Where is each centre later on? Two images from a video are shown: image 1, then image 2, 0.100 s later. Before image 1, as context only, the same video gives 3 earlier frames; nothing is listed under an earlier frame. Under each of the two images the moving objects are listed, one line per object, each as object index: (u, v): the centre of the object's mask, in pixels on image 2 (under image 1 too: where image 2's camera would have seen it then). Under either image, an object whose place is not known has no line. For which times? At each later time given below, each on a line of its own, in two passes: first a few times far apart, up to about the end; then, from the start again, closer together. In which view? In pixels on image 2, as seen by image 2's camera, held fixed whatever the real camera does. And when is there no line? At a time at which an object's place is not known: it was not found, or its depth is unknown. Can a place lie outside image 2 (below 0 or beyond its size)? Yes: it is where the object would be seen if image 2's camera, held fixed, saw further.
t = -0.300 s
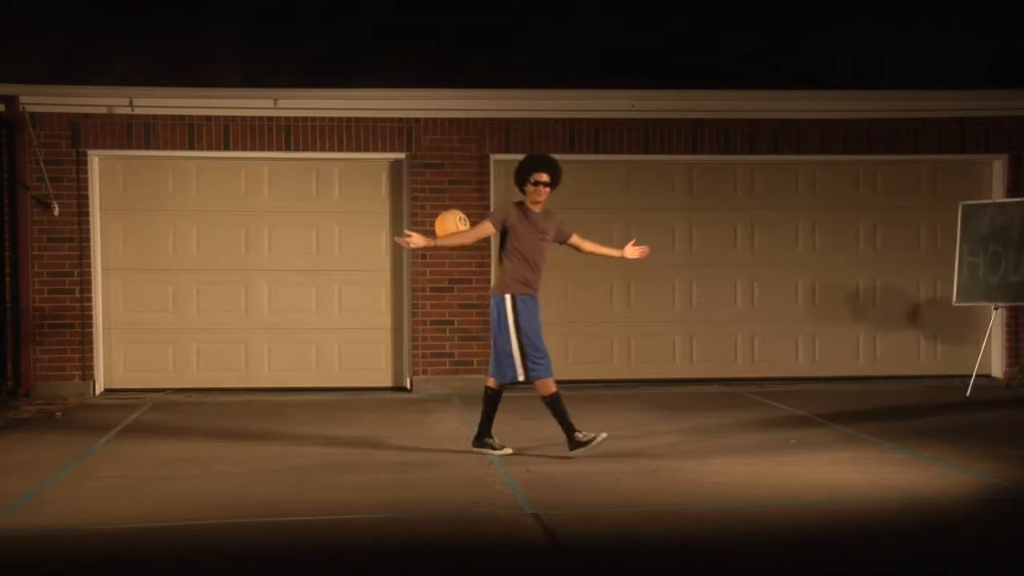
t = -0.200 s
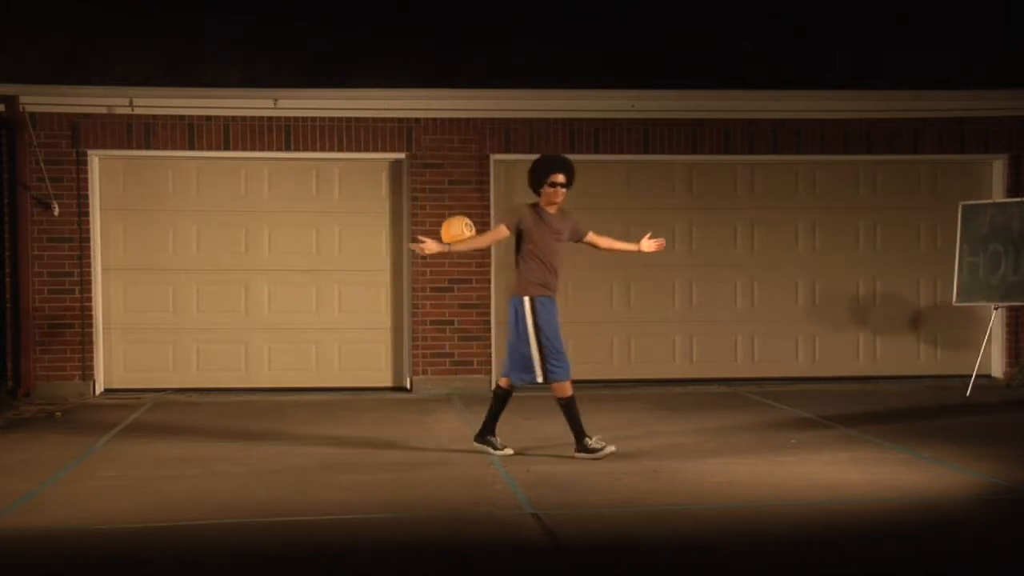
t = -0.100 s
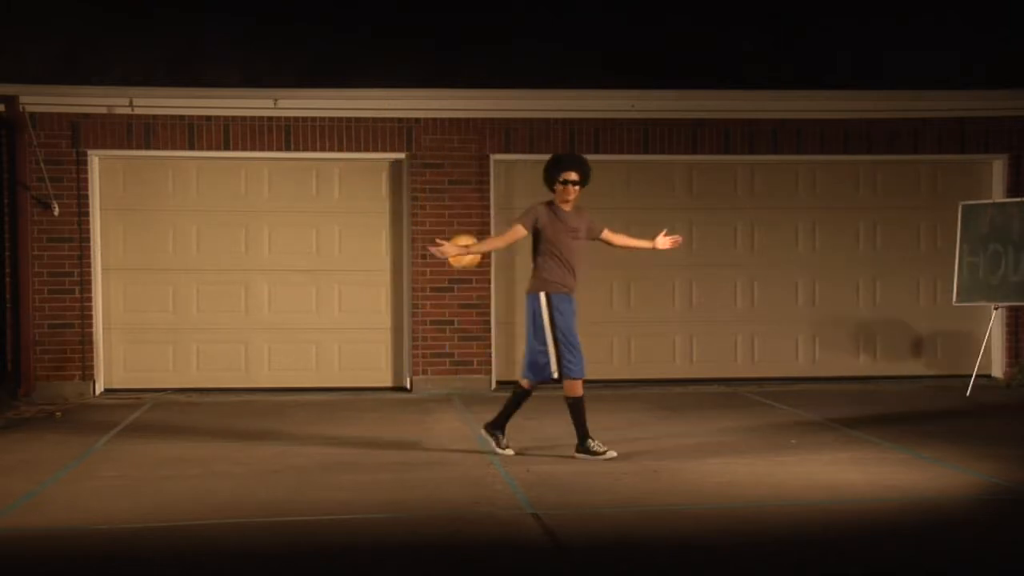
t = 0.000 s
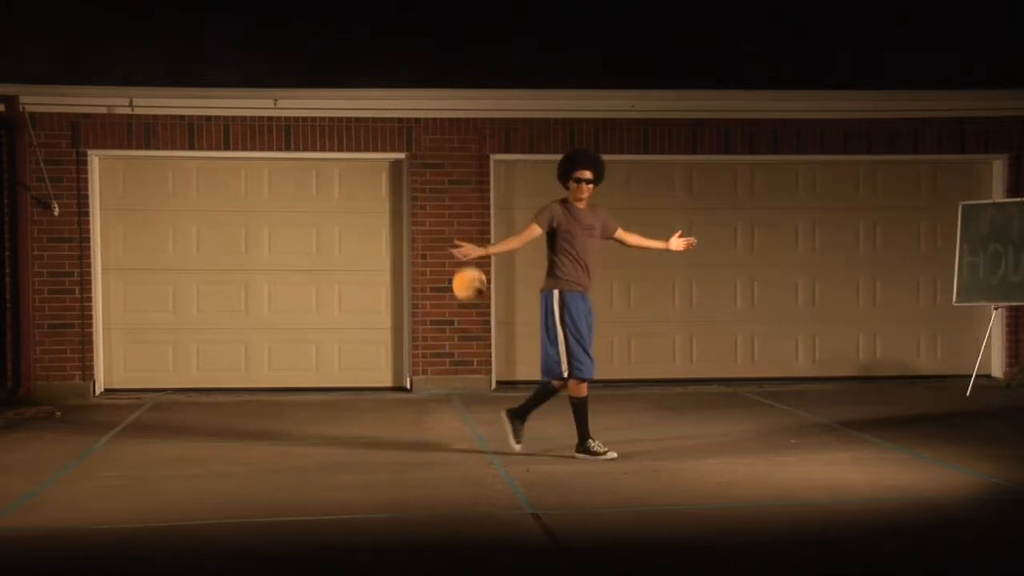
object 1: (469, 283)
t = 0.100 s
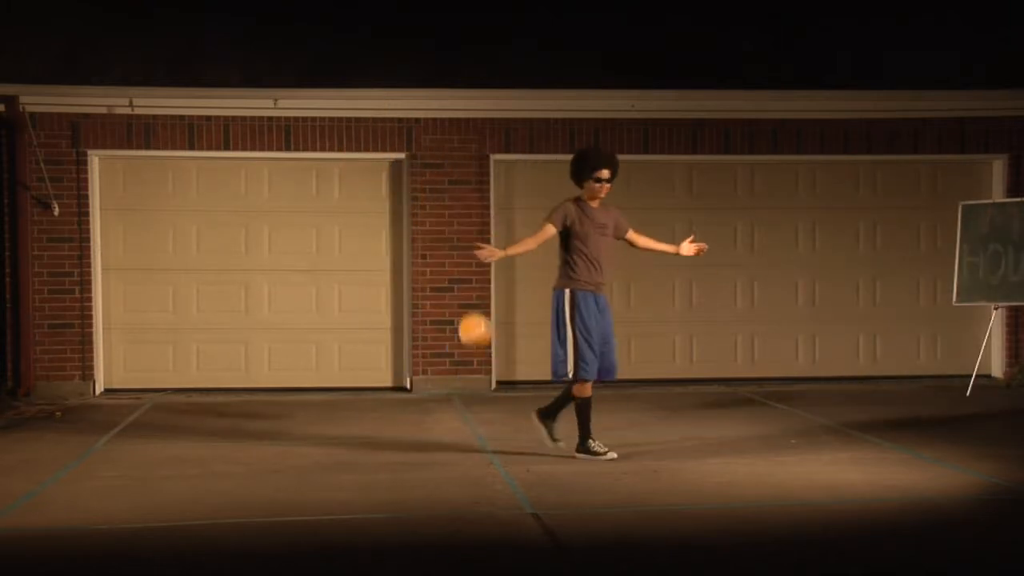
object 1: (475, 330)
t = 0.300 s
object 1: (486, 398)
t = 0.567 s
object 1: (497, 301)
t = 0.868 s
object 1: (508, 305)
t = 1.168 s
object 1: (521, 413)
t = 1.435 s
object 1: (526, 329)
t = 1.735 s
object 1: (532, 346)
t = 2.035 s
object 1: (537, 376)
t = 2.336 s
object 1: (539, 349)
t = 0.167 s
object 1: (478, 367)
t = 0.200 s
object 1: (481, 388)
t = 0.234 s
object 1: (483, 409)
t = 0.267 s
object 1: (485, 416)
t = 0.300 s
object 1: (486, 398)
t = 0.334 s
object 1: (486, 381)
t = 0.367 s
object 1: (486, 364)
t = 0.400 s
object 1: (490, 350)
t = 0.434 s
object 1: (491, 337)
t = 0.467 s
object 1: (492, 326)
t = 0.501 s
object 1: (494, 316)
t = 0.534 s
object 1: (495, 308)
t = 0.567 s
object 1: (497, 301)
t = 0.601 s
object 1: (498, 295)
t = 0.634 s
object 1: (499, 291)
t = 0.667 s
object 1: (501, 289)
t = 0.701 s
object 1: (502, 288)
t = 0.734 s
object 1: (504, 289)
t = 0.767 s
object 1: (505, 291)
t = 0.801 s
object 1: (506, 294)
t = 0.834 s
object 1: (507, 299)
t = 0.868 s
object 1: (508, 305)
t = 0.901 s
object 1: (509, 312)
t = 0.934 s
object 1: (511, 322)
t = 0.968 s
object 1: (513, 333)
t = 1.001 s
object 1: (514, 344)
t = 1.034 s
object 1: (515, 358)
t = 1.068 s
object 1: (517, 374)
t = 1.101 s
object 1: (518, 390)
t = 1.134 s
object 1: (519, 407)
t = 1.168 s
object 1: (521, 413)
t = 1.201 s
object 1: (521, 397)
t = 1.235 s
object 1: (522, 384)
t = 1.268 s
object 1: (523, 371)
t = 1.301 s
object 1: (523, 360)
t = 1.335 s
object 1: (524, 350)
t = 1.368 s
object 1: (525, 342)
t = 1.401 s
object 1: (526, 335)
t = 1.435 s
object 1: (526, 329)
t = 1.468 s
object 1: (527, 326)
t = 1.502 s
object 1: (527, 323)
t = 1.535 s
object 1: (528, 322)
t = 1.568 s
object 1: (529, 322)
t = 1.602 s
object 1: (529, 325)
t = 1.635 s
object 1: (530, 328)
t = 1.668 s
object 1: (531, 332)
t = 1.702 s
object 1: (531, 338)
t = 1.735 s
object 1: (532, 346)
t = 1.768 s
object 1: (533, 355)
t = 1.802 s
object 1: (533, 366)
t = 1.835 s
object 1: (534, 378)
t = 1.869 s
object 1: (535, 391)
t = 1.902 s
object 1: (535, 405)
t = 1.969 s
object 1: (536, 396)
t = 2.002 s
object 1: (536, 386)
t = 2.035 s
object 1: (537, 376)
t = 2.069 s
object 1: (537, 367)
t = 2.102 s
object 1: (538, 359)
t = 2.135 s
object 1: (538, 353)
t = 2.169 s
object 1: (538, 349)
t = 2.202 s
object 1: (538, 346)
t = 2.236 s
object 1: (538, 345)
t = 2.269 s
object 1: (538, 345)
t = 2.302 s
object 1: (538, 346)
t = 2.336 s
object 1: (539, 349)
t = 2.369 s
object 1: (539, 353)
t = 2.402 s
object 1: (540, 358)
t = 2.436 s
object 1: (541, 365)
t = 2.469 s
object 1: (541, 374)
